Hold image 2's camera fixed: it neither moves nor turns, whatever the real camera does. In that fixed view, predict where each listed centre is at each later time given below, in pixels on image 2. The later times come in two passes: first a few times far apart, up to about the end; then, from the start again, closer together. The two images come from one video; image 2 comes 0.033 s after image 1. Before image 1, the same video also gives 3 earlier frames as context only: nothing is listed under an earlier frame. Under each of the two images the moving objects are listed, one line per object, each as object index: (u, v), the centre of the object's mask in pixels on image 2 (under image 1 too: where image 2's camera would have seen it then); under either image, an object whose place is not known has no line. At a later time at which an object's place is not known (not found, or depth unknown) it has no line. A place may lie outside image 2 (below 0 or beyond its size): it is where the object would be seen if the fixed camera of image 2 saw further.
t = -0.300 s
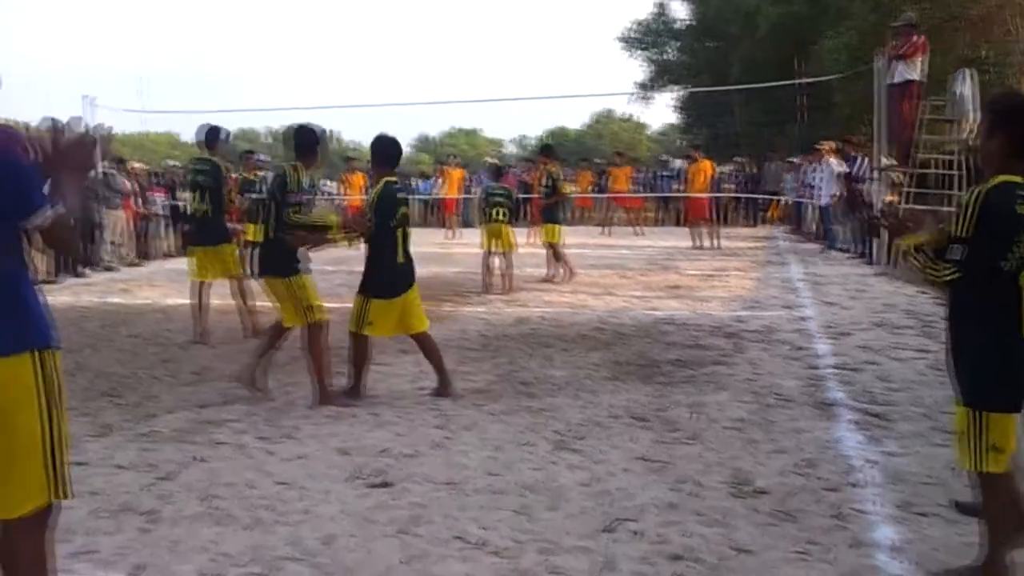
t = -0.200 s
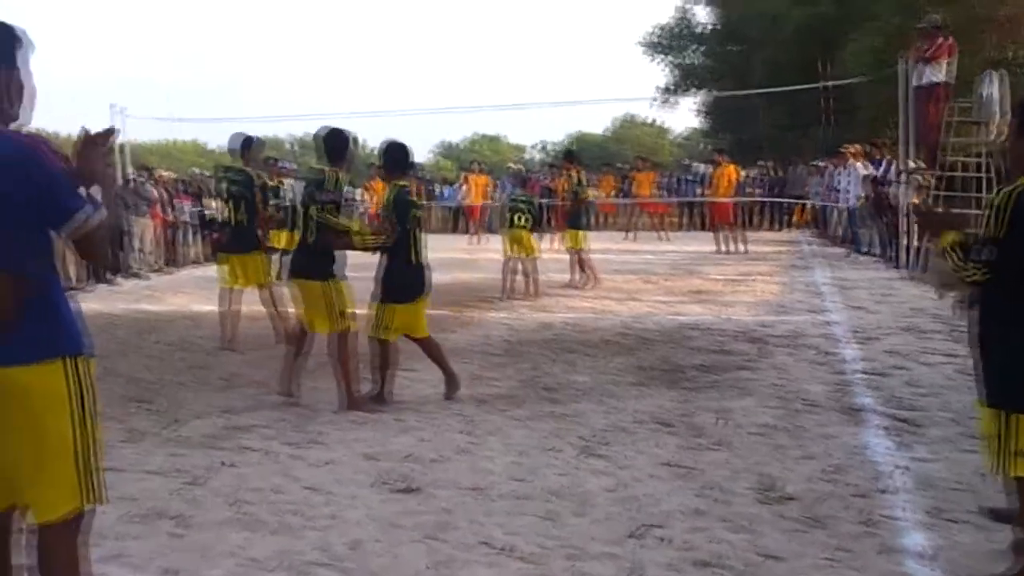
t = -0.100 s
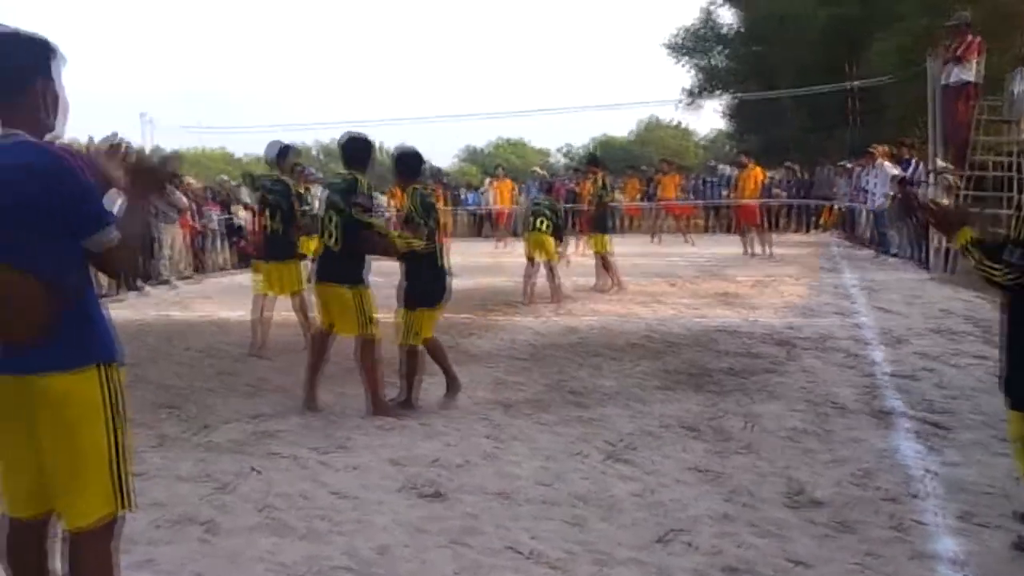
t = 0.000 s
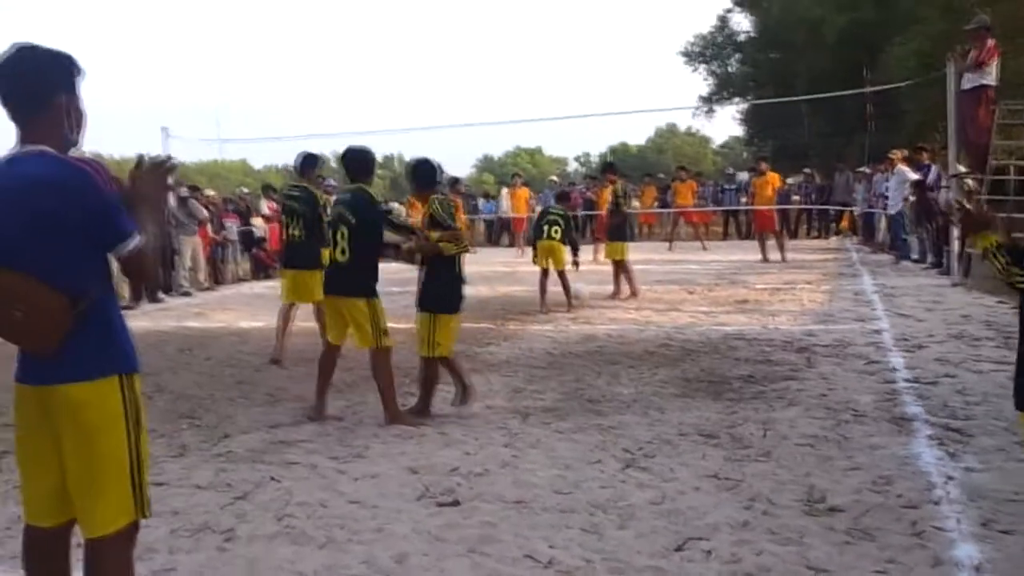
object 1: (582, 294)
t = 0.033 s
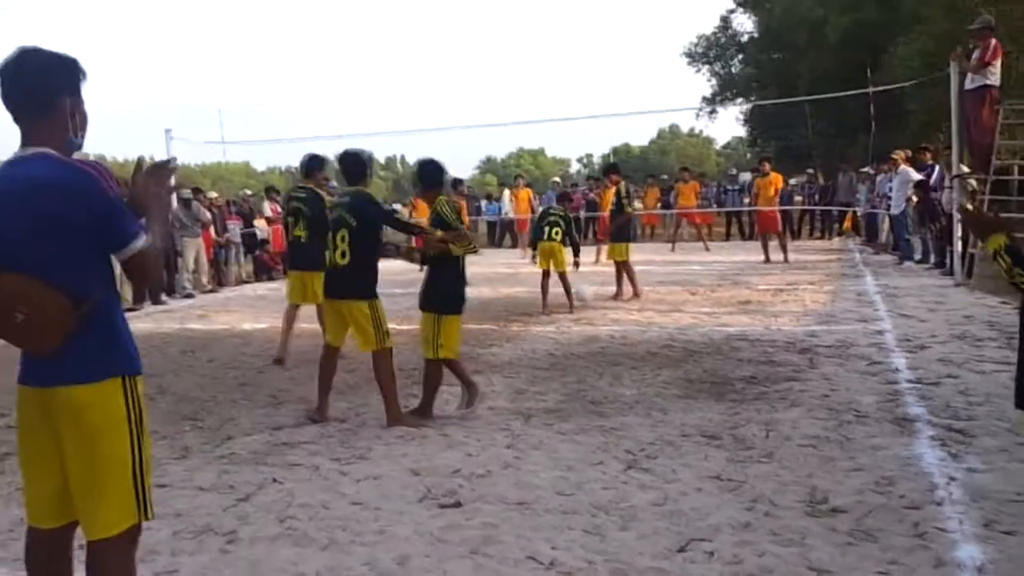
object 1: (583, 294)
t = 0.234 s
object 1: (595, 305)
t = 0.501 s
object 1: (617, 313)
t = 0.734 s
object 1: (638, 328)
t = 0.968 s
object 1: (665, 338)
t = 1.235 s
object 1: (703, 351)
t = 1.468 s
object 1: (735, 365)
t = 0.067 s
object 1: (585, 295)
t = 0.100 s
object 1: (589, 299)
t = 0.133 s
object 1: (589, 300)
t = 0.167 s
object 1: (591, 300)
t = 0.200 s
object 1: (593, 301)
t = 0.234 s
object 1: (595, 305)
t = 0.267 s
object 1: (597, 306)
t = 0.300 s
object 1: (601, 307)
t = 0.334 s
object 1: (602, 308)
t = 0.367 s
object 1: (603, 310)
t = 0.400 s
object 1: (607, 311)
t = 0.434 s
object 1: (612, 313)
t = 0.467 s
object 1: (614, 314)
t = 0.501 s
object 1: (617, 313)
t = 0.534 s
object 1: (620, 312)
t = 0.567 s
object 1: (623, 313)
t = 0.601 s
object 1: (626, 314)
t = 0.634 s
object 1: (629, 317)
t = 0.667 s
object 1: (633, 322)
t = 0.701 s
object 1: (636, 327)
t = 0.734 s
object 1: (638, 328)
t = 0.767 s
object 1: (642, 329)
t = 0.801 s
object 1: (647, 331)
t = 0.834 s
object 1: (650, 332)
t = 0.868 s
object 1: (654, 335)
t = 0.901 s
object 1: (659, 335)
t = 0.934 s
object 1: (662, 338)
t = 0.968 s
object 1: (665, 338)
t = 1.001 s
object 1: (669, 339)
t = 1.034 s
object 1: (675, 342)
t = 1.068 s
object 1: (680, 344)
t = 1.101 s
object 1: (685, 344)
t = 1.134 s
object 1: (689, 344)
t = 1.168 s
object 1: (693, 344)
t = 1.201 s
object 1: (699, 346)
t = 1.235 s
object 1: (703, 351)
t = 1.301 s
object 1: (712, 355)
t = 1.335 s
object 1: (717, 358)
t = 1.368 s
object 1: (721, 360)
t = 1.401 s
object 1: (726, 361)
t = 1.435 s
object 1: (731, 362)
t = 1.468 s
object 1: (735, 365)
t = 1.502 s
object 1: (739, 367)
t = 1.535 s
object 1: (745, 370)
